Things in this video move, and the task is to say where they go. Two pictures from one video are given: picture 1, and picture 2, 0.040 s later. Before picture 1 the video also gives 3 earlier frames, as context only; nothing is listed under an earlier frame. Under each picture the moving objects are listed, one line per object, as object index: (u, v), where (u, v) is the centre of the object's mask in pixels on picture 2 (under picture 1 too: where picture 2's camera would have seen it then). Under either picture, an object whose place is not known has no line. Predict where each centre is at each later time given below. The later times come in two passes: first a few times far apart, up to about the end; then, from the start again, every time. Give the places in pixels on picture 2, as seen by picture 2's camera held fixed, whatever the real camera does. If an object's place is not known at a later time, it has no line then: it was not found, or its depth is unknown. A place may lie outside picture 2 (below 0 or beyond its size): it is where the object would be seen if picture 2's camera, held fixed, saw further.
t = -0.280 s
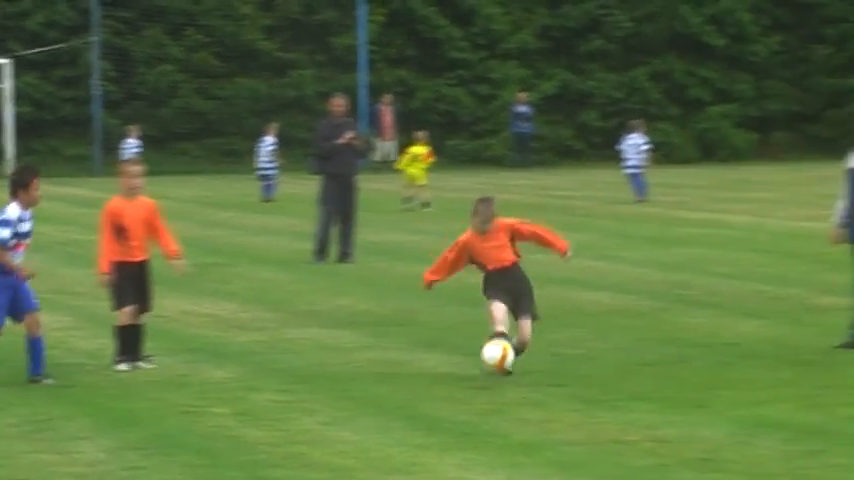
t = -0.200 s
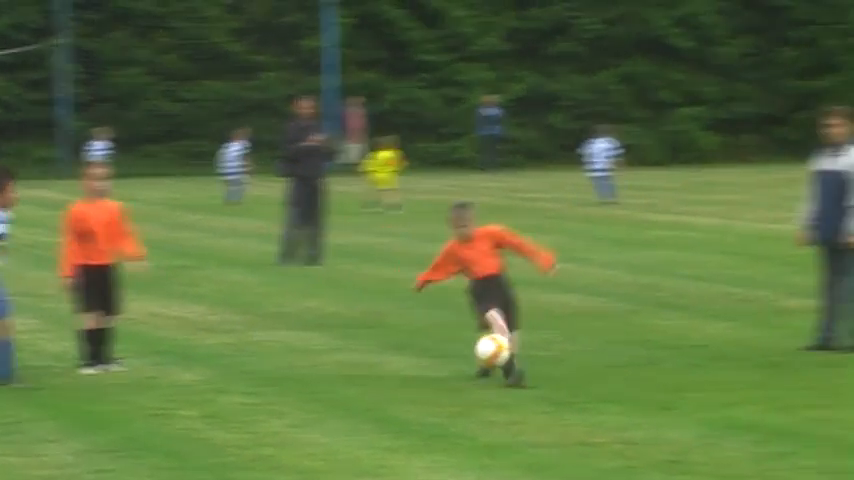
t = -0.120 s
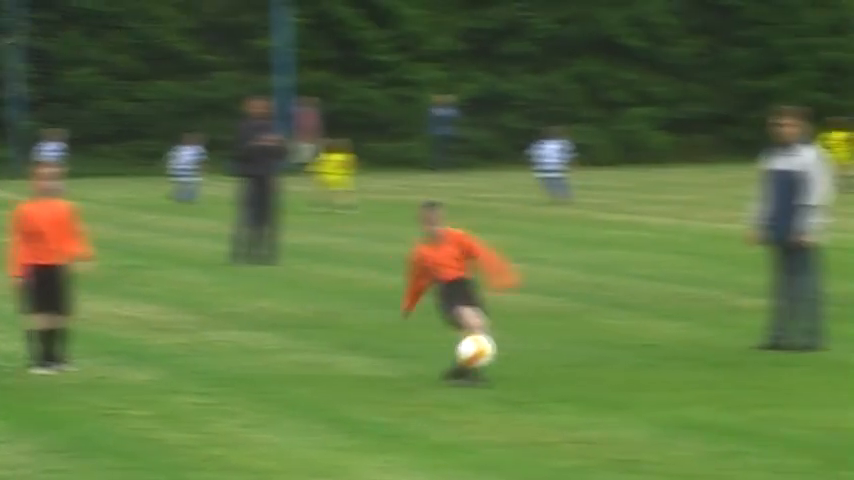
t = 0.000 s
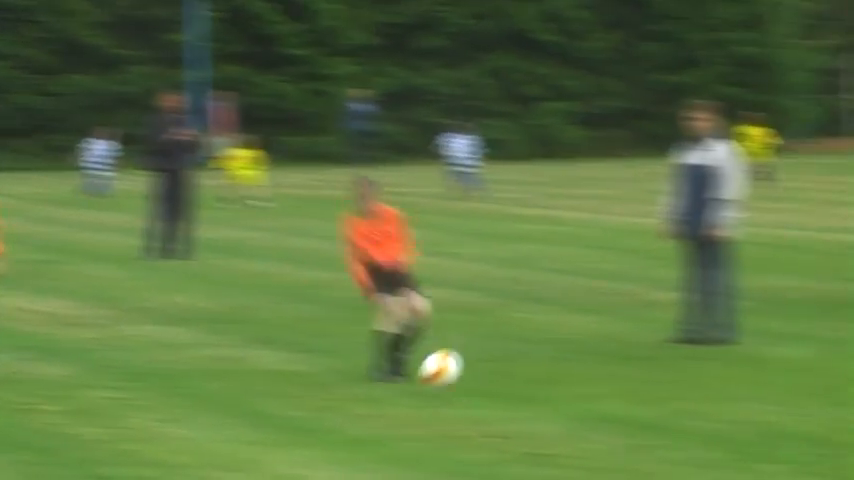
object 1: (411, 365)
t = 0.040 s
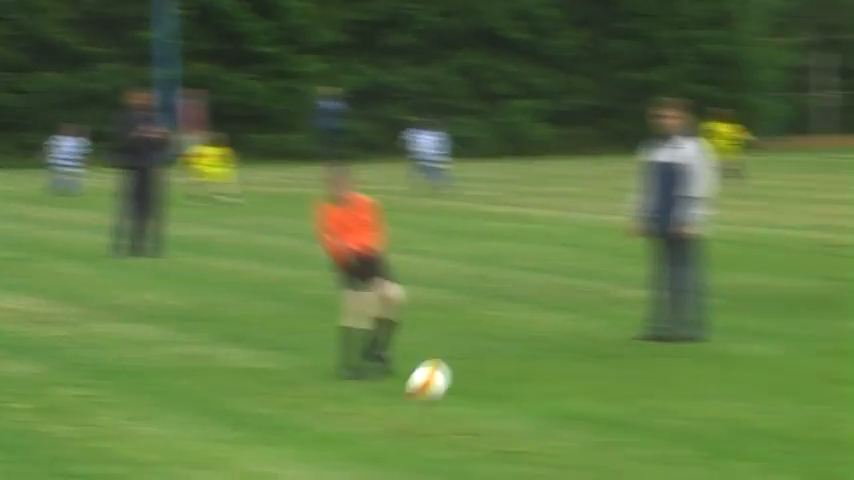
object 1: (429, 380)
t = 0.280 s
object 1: (536, 403)
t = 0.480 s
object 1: (646, 458)
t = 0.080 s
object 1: (448, 398)
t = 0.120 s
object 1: (466, 419)
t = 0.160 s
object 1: (483, 416)
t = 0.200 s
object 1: (500, 408)
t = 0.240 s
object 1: (517, 404)
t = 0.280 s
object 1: (536, 403)
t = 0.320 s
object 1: (556, 407)
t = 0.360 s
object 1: (578, 414)
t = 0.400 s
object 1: (600, 423)
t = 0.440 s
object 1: (623, 437)
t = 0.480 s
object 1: (646, 458)
